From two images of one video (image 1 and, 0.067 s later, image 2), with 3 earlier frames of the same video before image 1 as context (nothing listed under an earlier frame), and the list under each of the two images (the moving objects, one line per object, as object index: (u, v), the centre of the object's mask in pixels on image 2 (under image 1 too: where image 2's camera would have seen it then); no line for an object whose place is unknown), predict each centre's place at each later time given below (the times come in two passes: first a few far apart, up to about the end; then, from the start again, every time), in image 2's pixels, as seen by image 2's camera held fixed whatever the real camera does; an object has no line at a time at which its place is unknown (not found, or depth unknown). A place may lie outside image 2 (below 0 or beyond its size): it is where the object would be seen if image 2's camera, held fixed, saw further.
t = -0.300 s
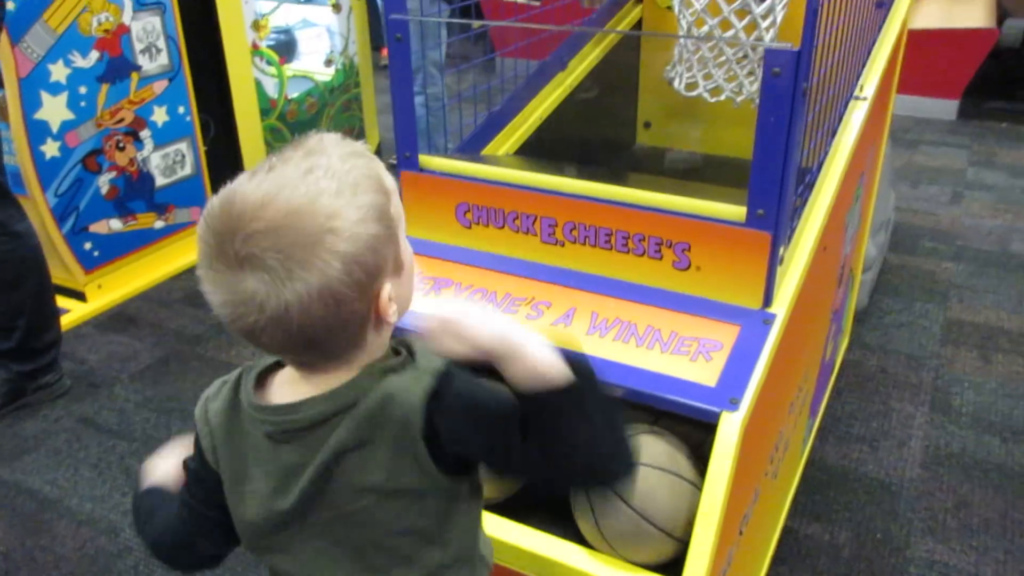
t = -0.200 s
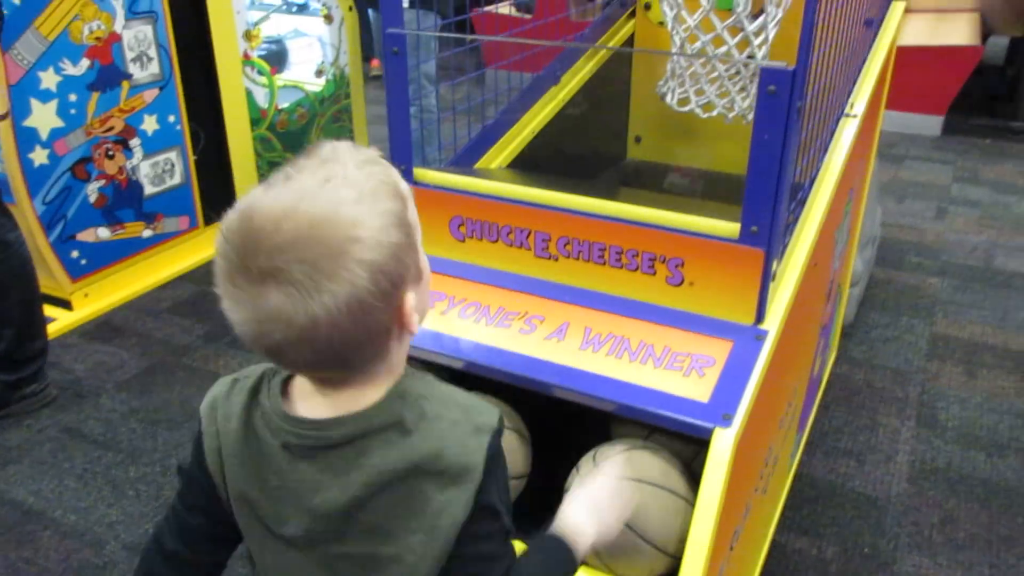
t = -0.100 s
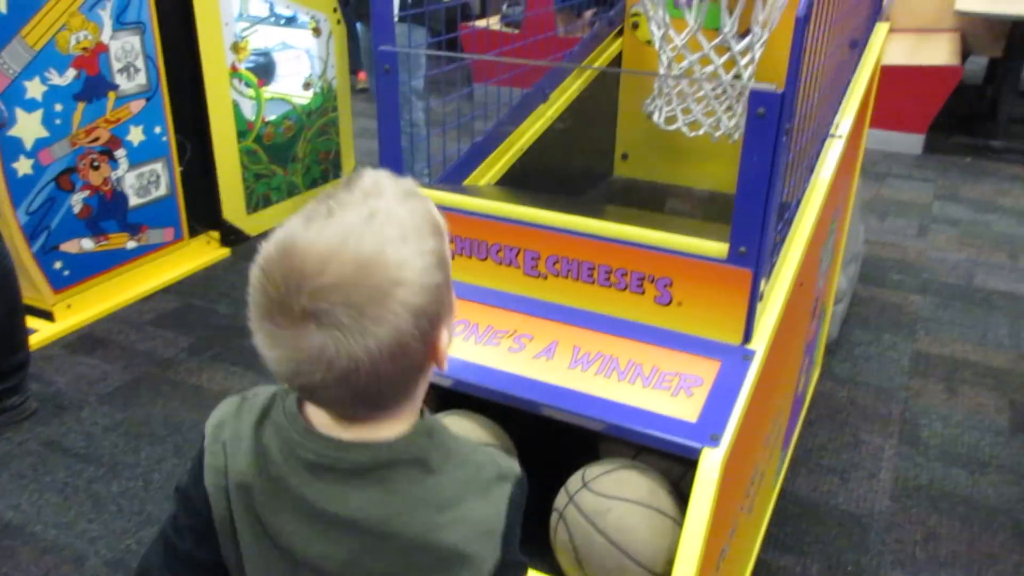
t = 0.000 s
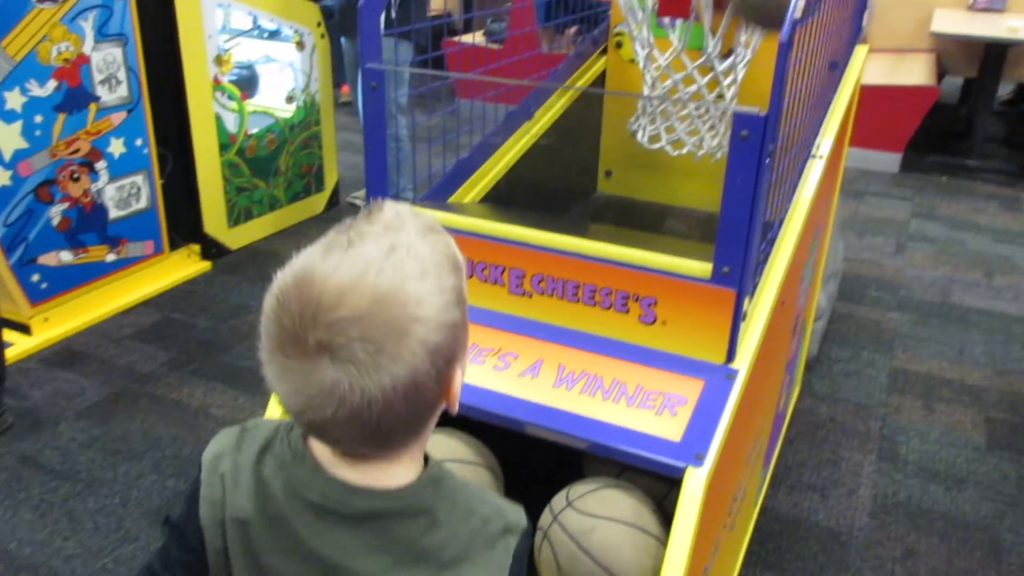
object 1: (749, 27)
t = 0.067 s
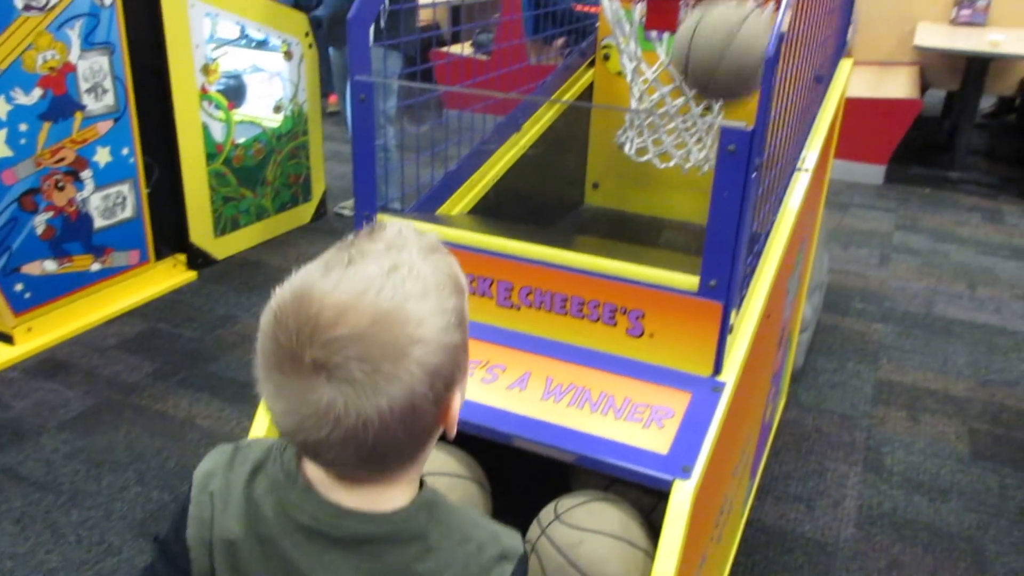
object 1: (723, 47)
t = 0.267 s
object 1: (610, 104)
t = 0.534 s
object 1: (497, 67)
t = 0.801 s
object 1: (539, 137)
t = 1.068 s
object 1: (620, 167)
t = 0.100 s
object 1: (704, 82)
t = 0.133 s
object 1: (675, 135)
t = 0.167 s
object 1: (649, 197)
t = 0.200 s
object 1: (634, 172)
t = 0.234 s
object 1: (621, 136)
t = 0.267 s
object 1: (610, 104)
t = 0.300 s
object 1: (597, 77)
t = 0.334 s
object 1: (583, 56)
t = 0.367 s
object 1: (571, 44)
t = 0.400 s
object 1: (556, 35)
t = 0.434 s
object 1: (540, 34)
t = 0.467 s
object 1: (527, 38)
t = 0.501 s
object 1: (514, 47)
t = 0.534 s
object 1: (497, 67)
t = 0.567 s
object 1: (483, 92)
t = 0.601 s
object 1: (487, 106)
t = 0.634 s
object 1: (494, 128)
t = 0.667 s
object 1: (500, 157)
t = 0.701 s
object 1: (507, 174)
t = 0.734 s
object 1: (518, 156)
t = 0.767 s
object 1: (529, 143)
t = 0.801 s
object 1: (539, 137)
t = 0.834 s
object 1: (549, 135)
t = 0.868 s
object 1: (559, 140)
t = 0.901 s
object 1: (567, 150)
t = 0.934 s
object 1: (576, 167)
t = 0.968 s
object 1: (585, 188)
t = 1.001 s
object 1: (597, 179)
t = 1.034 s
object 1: (609, 170)
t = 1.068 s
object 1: (620, 167)
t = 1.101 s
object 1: (631, 170)
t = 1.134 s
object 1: (640, 177)
